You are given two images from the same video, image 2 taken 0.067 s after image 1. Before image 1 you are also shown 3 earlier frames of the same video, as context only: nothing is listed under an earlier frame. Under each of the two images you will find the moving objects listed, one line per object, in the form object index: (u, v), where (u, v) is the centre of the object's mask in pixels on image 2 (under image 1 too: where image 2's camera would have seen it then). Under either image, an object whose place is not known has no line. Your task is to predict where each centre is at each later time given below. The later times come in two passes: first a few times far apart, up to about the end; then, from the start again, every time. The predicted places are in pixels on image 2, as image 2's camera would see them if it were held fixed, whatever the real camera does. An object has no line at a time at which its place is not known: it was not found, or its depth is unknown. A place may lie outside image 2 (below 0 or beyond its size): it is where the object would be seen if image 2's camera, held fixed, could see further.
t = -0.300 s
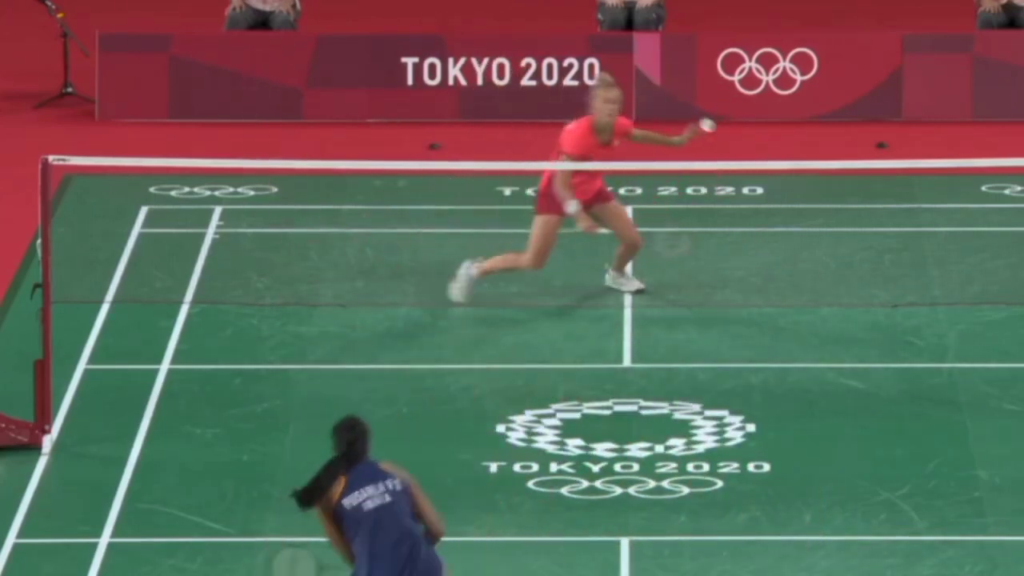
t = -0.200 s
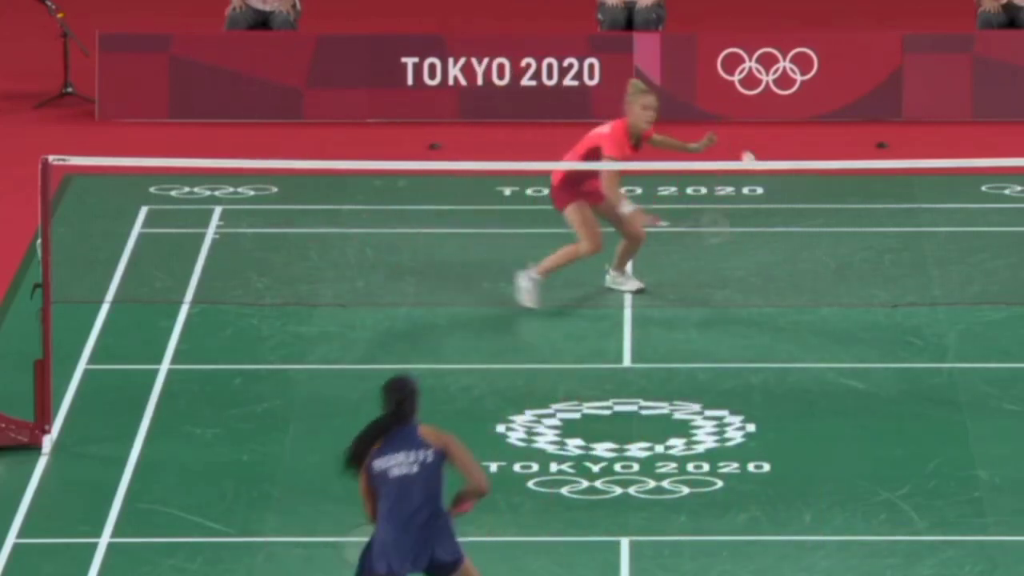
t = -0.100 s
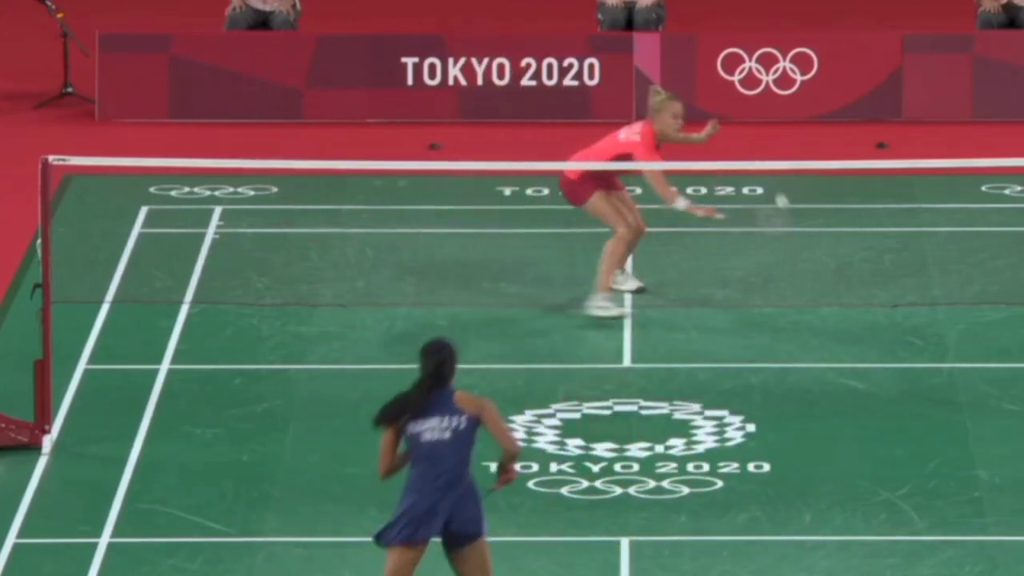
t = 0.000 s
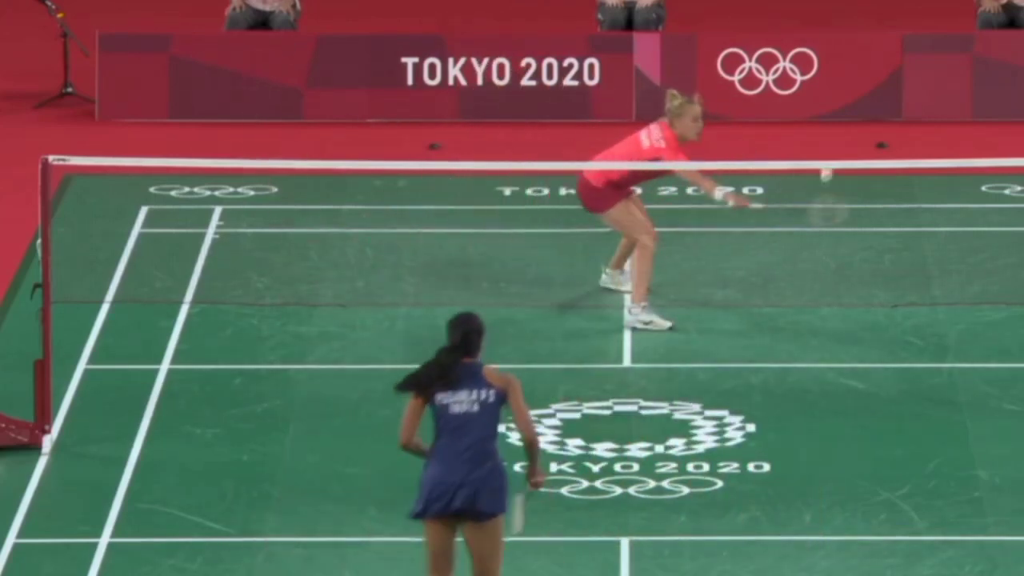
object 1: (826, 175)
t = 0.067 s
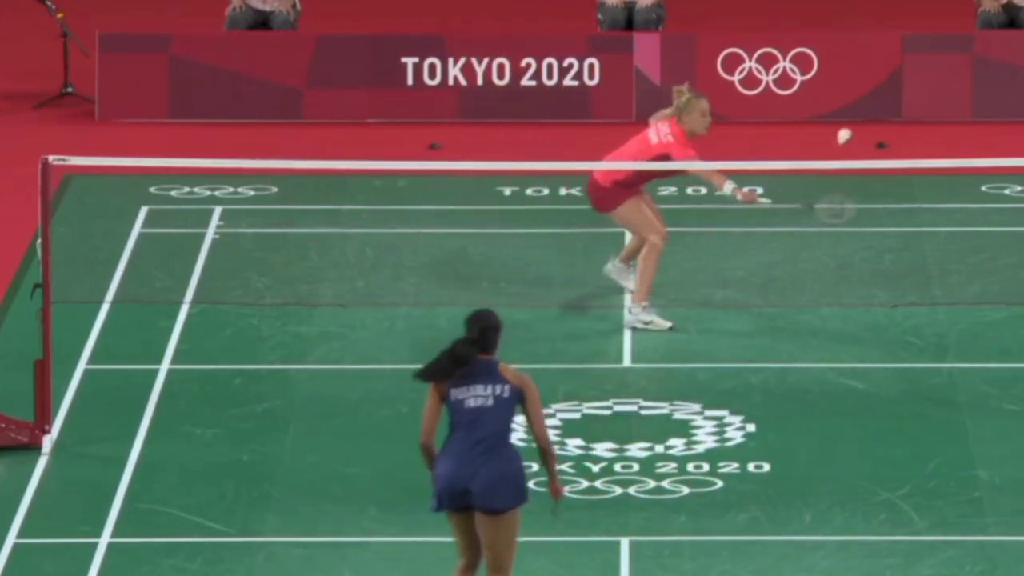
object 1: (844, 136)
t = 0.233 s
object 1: (875, 123)
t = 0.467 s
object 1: (918, 173)
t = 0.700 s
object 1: (946, 309)
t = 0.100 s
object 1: (851, 130)
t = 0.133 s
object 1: (853, 129)
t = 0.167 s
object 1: (859, 125)
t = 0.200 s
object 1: (867, 124)
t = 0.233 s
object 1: (875, 123)
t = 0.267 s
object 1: (883, 125)
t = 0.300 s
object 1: (890, 128)
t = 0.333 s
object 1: (896, 133)
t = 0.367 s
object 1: (902, 140)
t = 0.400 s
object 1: (908, 149)
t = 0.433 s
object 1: (913, 159)
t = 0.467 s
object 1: (918, 173)
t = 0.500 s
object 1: (922, 187)
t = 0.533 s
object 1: (927, 203)
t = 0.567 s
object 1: (931, 221)
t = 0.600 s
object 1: (935, 241)
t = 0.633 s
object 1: (939, 262)
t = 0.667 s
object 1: (942, 285)
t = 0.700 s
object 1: (946, 309)
